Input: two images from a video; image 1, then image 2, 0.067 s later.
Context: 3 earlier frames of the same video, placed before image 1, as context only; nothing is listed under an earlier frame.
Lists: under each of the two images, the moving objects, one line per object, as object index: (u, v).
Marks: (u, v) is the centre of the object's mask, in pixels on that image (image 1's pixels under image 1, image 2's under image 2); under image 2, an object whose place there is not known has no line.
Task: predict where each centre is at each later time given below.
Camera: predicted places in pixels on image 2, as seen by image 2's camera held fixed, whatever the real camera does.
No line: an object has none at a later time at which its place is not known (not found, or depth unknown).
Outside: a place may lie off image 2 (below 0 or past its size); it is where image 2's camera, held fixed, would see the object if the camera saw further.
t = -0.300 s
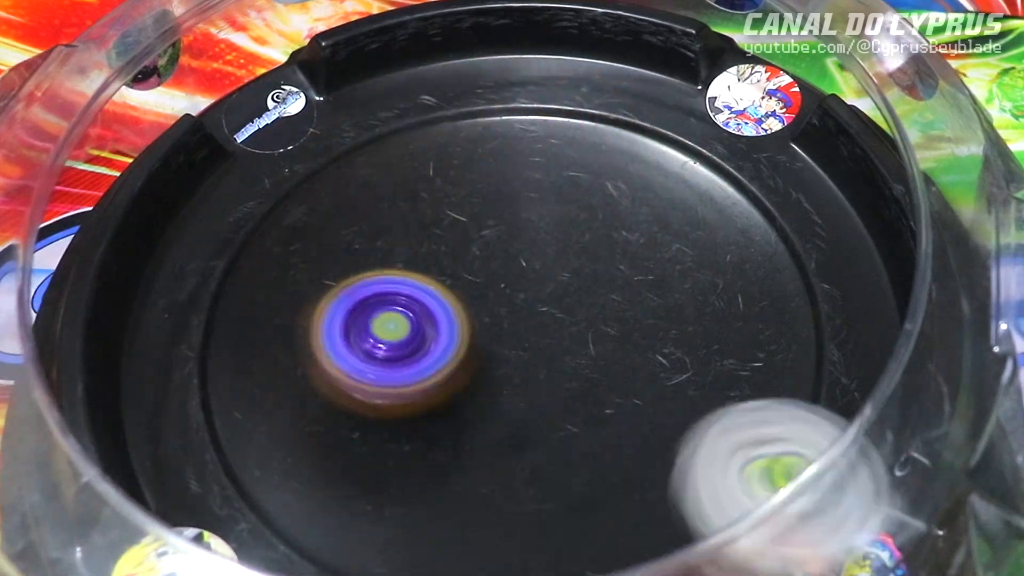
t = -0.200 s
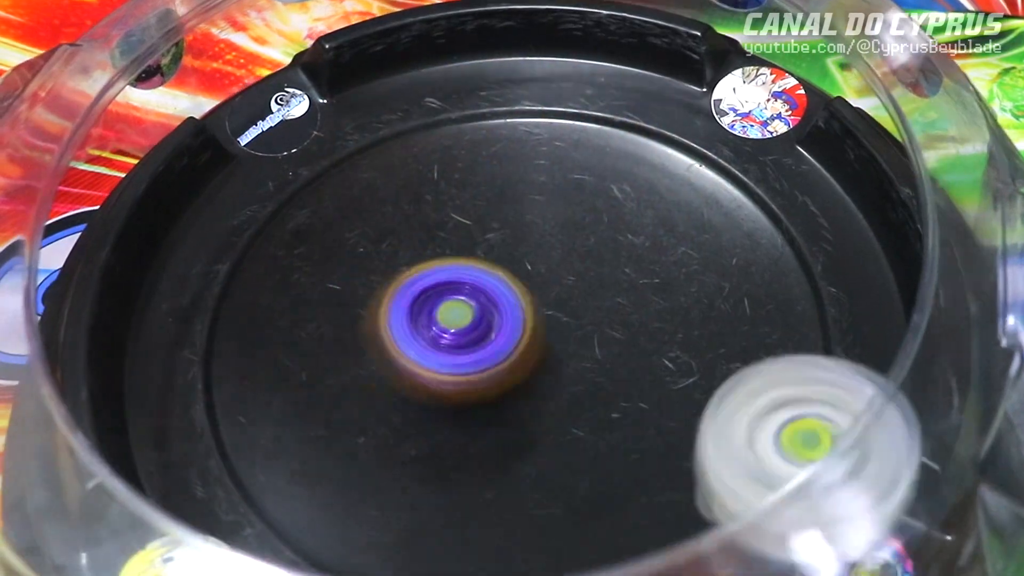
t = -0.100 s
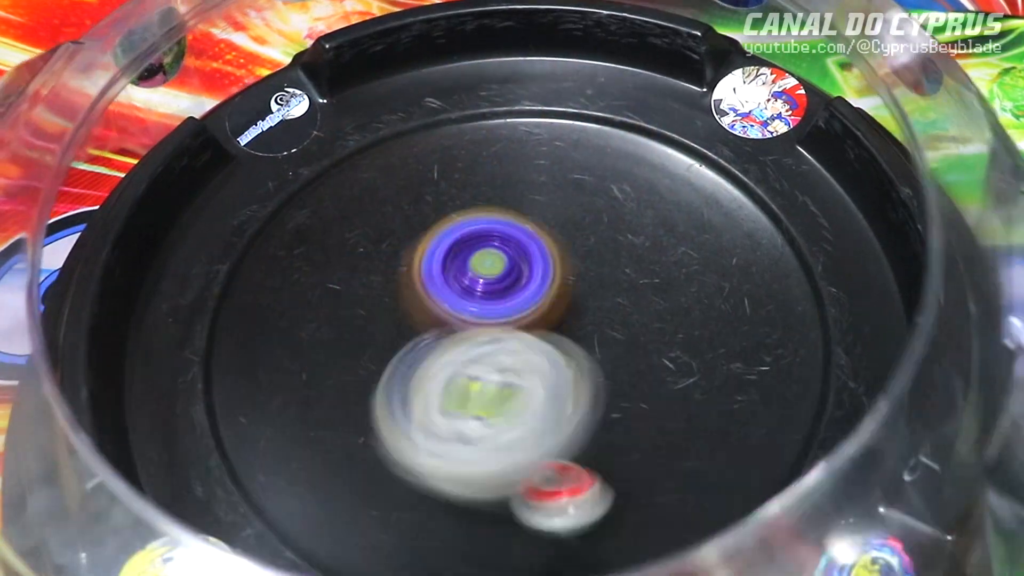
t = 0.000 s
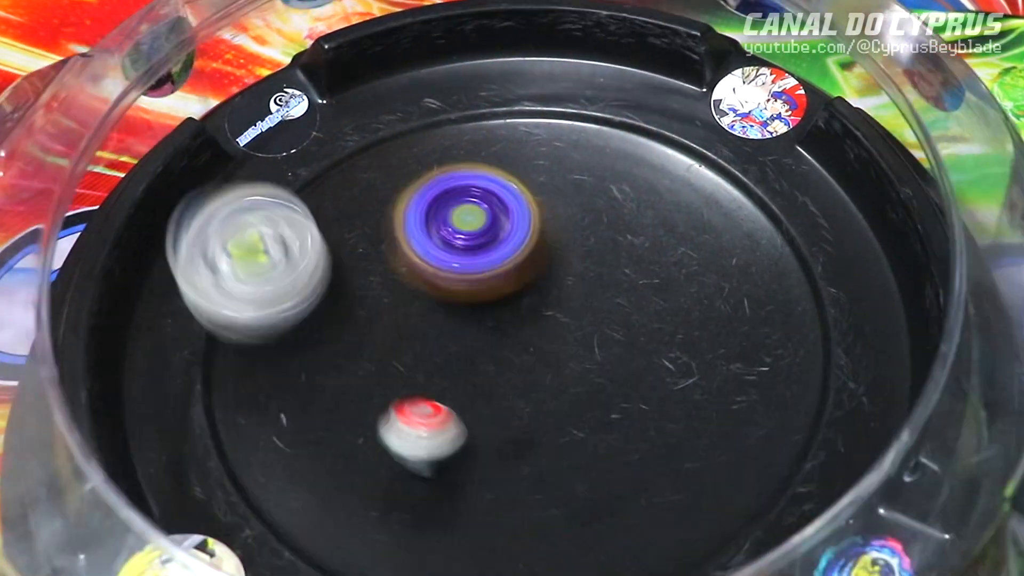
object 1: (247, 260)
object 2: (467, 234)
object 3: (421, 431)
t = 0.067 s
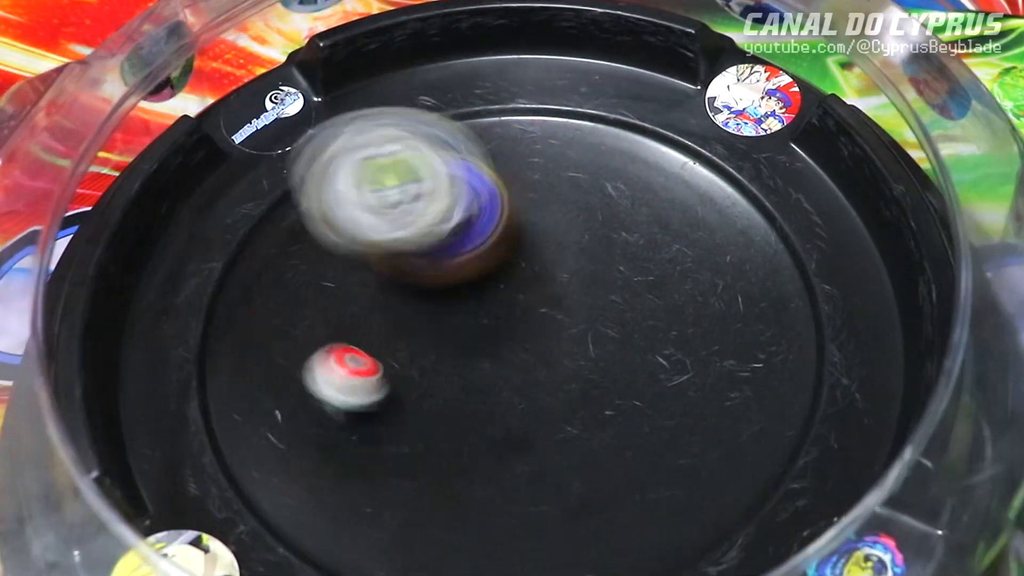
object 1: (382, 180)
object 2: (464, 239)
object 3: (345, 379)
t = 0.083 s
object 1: (453, 167)
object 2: (406, 243)
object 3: (327, 366)
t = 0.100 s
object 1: (516, 164)
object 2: (413, 227)
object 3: (308, 354)
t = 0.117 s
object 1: (585, 166)
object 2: (412, 225)
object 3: (288, 338)
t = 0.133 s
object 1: (652, 174)
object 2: (404, 232)
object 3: (270, 327)
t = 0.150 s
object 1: (717, 187)
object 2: (397, 240)
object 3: (257, 316)
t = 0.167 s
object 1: (784, 204)
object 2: (392, 249)
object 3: (248, 305)
